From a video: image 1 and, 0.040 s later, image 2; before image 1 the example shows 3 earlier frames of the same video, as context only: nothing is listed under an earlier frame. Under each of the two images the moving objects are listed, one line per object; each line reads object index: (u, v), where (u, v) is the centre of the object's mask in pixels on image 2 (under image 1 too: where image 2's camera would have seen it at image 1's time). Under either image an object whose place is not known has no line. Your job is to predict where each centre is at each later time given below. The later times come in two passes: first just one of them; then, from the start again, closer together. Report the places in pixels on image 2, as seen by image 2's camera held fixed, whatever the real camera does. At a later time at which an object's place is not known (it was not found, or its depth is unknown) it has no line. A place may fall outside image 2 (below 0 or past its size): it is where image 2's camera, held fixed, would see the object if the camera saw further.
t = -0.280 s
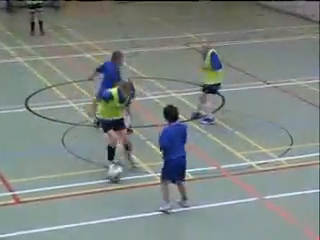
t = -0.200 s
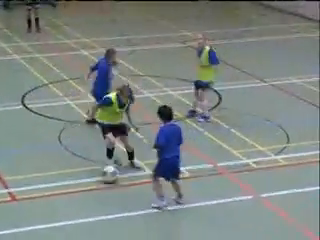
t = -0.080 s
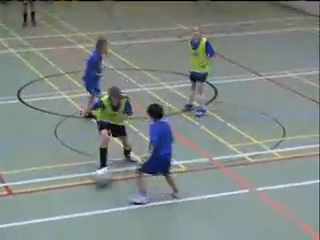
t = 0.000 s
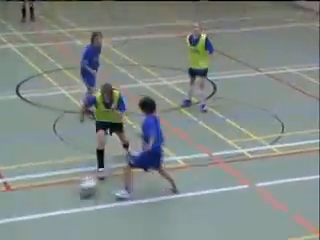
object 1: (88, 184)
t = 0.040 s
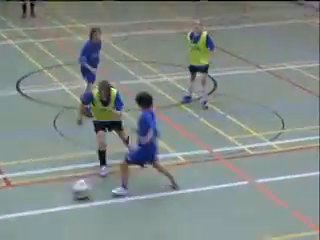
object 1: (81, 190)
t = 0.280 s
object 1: (47, 228)
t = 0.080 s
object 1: (75, 195)
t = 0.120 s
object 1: (69, 203)
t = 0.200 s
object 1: (58, 216)
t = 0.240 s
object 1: (52, 223)
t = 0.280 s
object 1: (47, 228)
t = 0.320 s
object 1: (43, 235)
